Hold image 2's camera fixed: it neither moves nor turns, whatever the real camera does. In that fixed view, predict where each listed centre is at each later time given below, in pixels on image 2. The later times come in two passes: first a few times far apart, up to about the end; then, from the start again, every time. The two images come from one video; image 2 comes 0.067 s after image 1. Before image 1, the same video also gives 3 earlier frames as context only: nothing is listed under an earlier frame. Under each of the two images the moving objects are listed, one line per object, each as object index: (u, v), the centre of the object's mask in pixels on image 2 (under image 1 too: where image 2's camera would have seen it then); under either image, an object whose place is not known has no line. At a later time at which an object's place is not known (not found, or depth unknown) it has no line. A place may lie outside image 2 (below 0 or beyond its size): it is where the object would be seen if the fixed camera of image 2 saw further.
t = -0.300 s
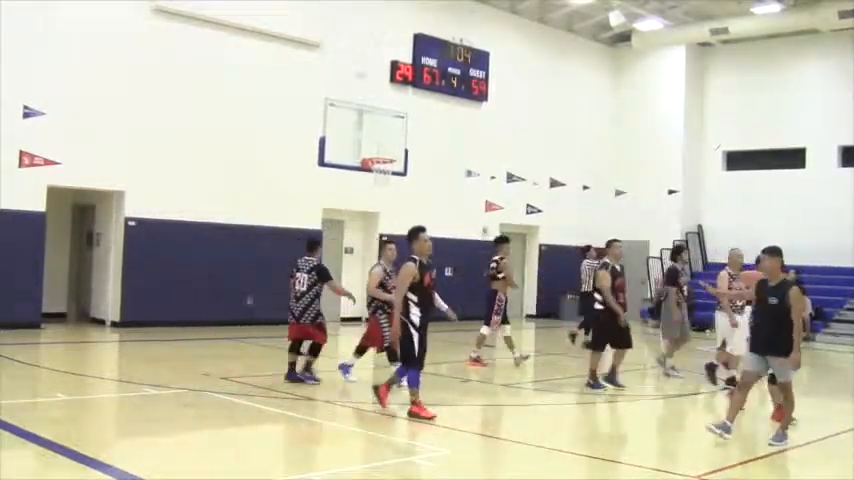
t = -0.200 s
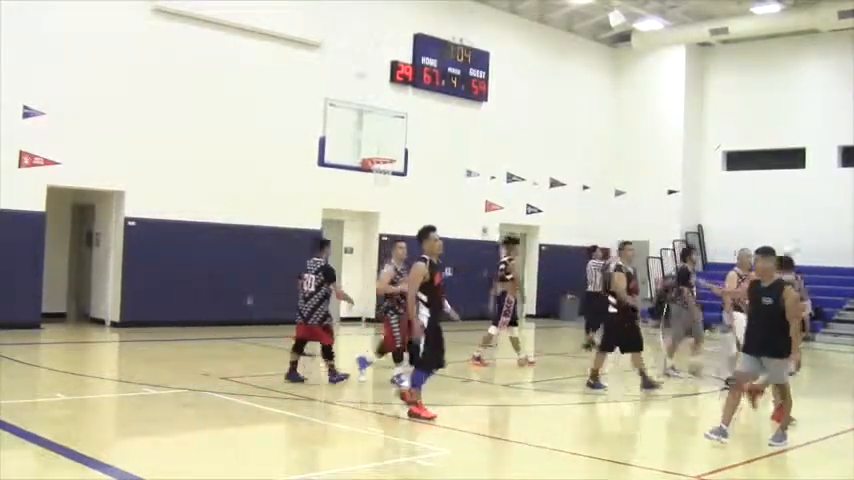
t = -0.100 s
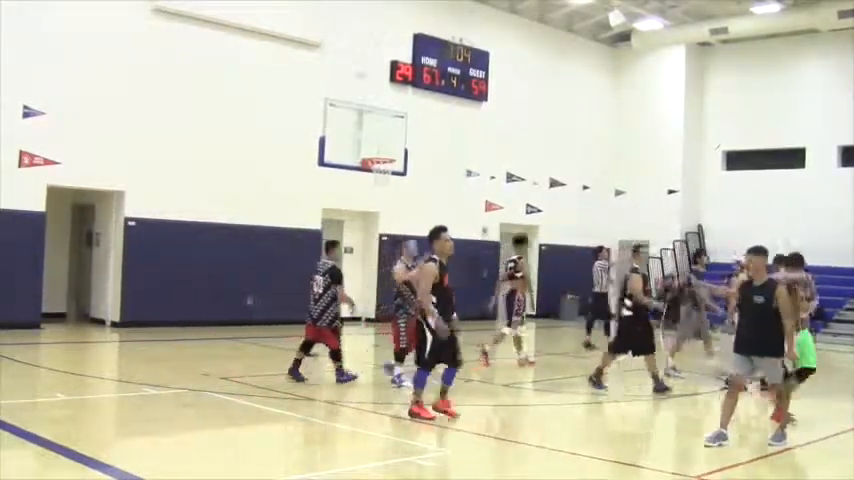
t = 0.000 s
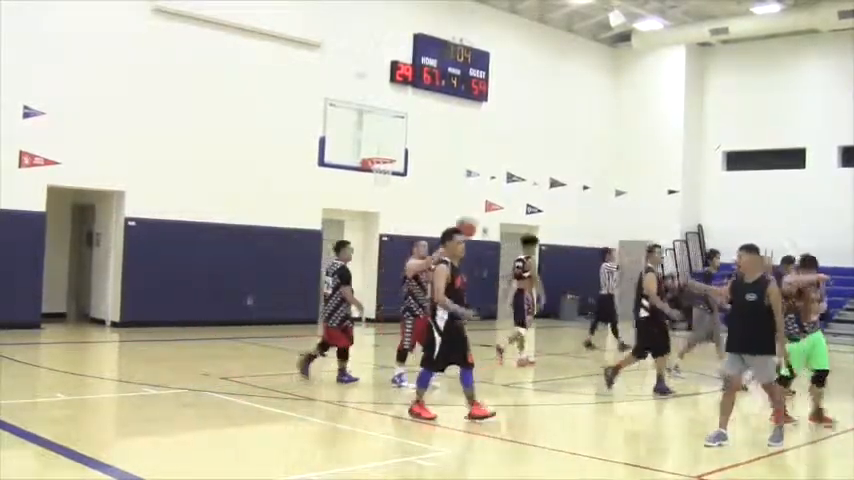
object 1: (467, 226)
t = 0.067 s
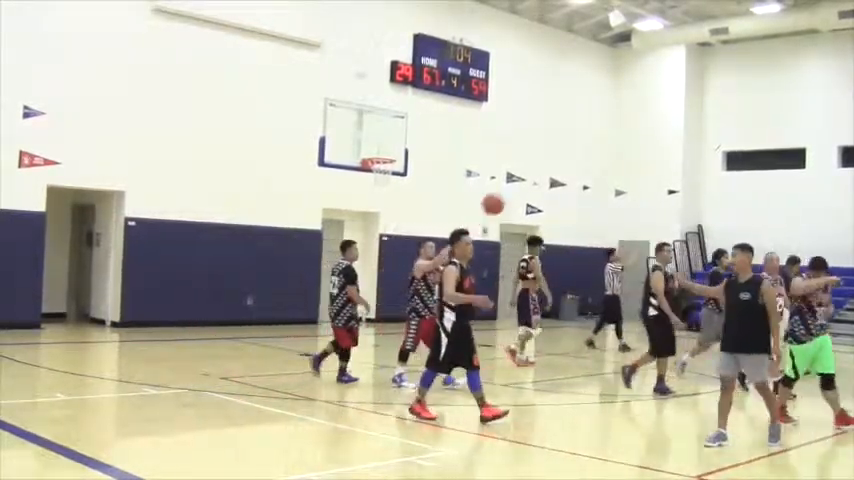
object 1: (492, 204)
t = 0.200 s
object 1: (551, 165)
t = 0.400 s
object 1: (653, 134)
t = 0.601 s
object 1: (774, 143)
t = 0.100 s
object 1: (507, 193)
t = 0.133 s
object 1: (522, 182)
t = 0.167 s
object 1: (536, 173)
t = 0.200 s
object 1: (551, 165)
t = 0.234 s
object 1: (567, 157)
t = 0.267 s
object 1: (584, 151)
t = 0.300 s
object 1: (600, 145)
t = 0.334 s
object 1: (618, 140)
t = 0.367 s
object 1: (634, 137)
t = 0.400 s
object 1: (653, 134)
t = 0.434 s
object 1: (672, 132)
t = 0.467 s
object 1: (691, 132)
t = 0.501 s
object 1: (710, 132)
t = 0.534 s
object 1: (731, 134)
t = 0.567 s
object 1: (752, 138)
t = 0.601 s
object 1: (774, 143)
